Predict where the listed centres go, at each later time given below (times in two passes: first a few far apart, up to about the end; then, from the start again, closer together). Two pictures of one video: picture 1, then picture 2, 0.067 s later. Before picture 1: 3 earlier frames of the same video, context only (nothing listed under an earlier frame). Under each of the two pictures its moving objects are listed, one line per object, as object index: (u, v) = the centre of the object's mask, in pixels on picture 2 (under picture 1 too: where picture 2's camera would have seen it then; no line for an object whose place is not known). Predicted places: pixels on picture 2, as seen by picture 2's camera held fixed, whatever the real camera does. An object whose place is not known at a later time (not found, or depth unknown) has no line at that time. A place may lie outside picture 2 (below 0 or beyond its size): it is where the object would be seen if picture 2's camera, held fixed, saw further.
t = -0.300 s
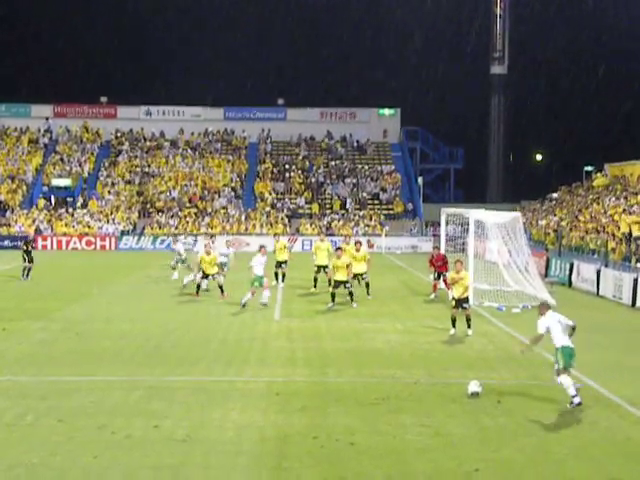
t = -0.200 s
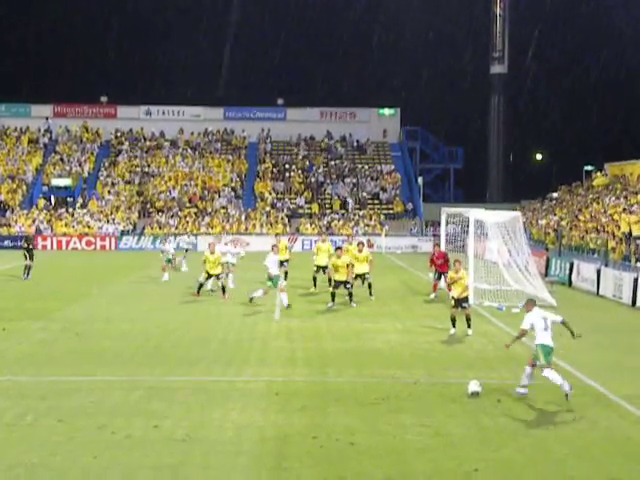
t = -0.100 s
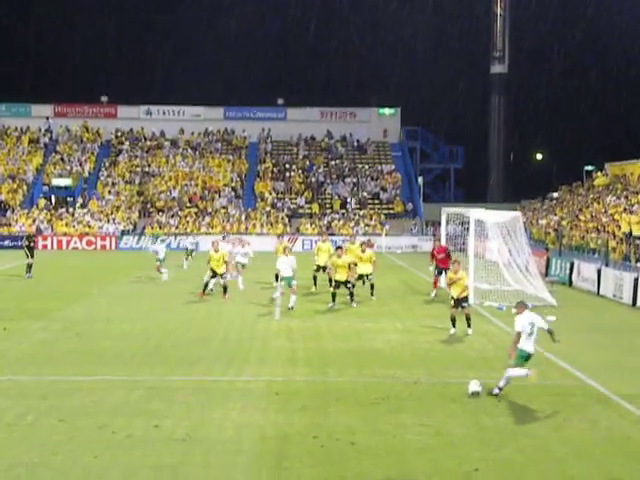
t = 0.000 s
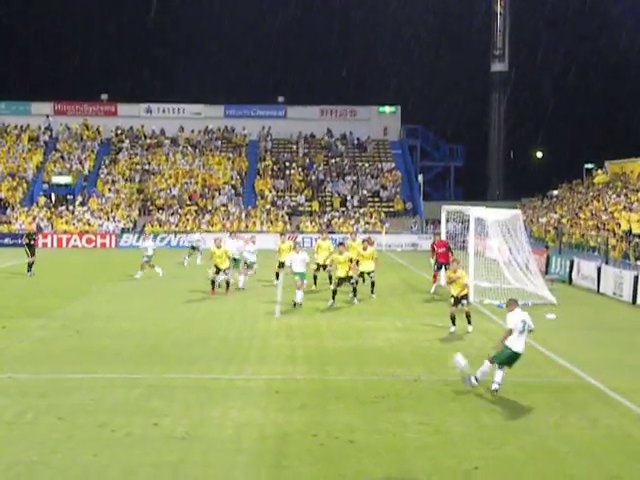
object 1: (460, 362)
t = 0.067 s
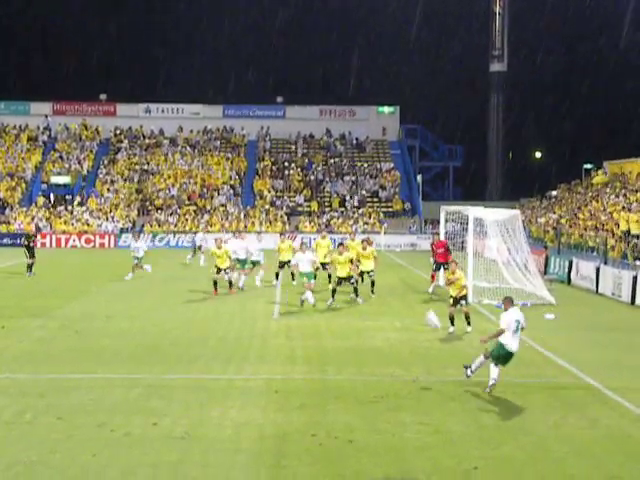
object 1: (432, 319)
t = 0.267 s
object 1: (377, 229)
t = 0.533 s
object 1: (332, 164)
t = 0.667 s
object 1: (318, 148)
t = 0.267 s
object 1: (377, 229)
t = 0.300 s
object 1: (371, 218)
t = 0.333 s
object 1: (363, 207)
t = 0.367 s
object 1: (358, 199)
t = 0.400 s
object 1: (352, 190)
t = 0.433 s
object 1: (347, 182)
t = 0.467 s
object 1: (342, 175)
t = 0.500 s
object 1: (337, 169)
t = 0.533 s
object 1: (332, 164)
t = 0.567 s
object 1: (328, 159)
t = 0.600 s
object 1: (324, 155)
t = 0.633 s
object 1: (321, 151)
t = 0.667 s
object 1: (318, 148)
